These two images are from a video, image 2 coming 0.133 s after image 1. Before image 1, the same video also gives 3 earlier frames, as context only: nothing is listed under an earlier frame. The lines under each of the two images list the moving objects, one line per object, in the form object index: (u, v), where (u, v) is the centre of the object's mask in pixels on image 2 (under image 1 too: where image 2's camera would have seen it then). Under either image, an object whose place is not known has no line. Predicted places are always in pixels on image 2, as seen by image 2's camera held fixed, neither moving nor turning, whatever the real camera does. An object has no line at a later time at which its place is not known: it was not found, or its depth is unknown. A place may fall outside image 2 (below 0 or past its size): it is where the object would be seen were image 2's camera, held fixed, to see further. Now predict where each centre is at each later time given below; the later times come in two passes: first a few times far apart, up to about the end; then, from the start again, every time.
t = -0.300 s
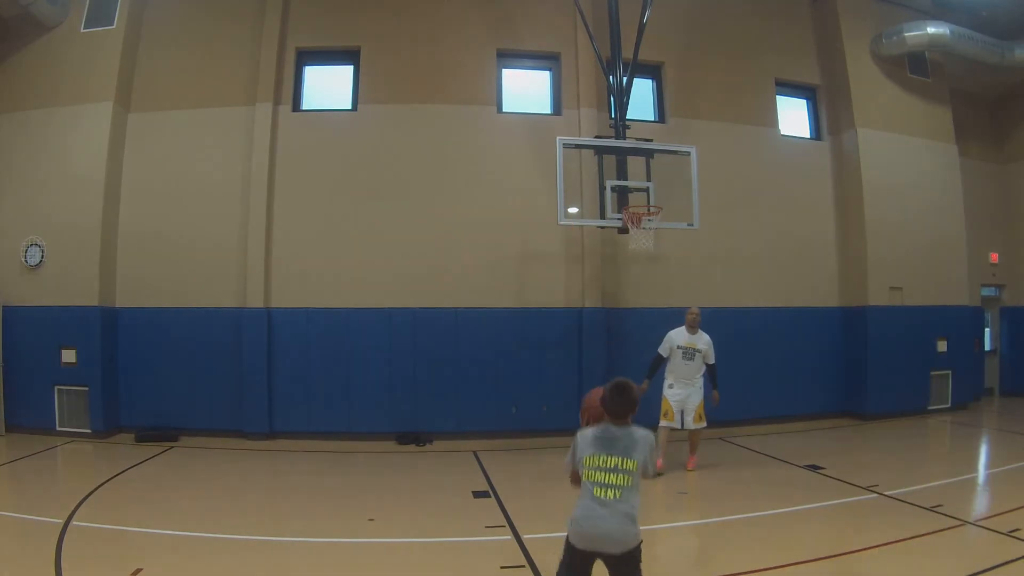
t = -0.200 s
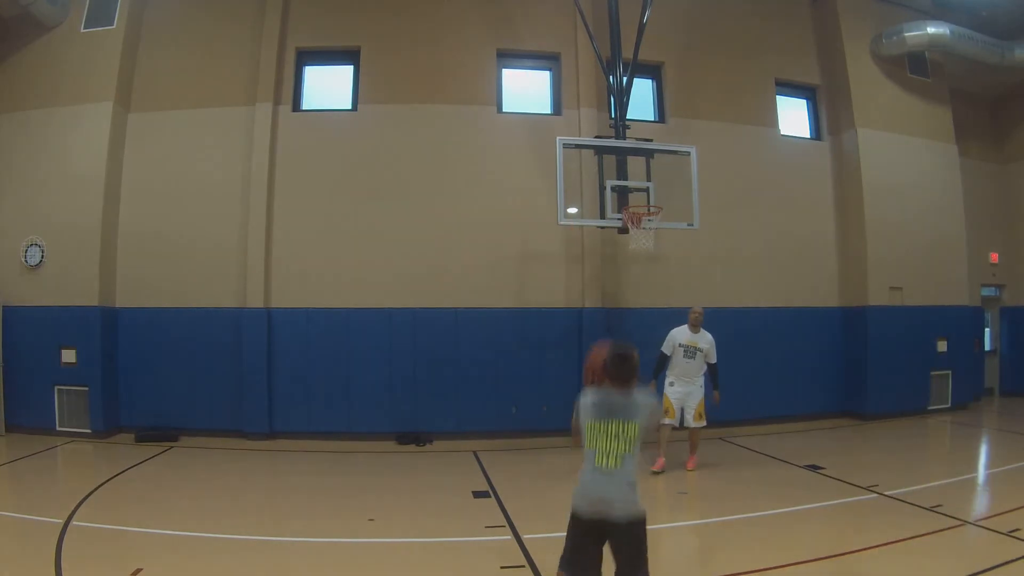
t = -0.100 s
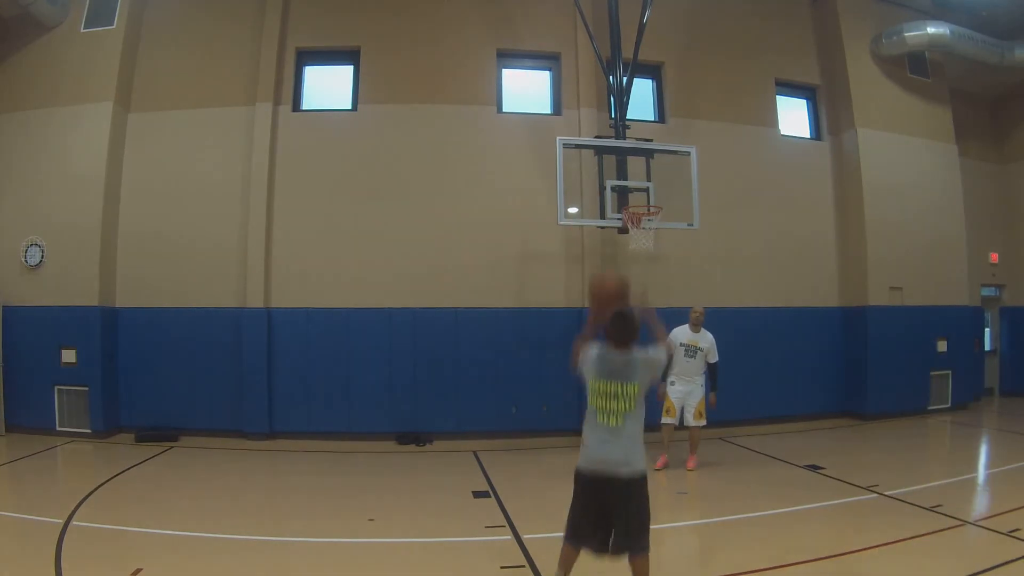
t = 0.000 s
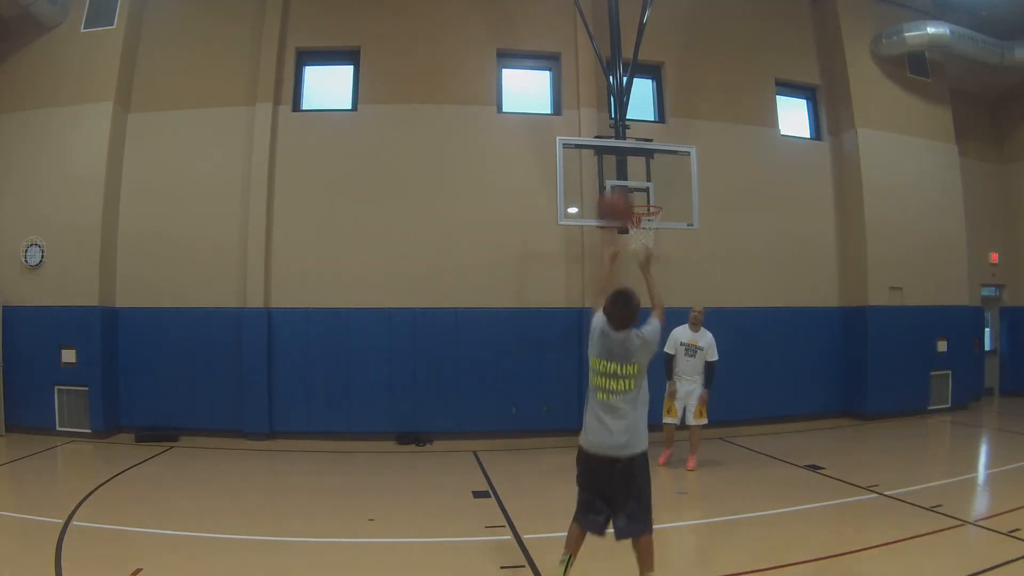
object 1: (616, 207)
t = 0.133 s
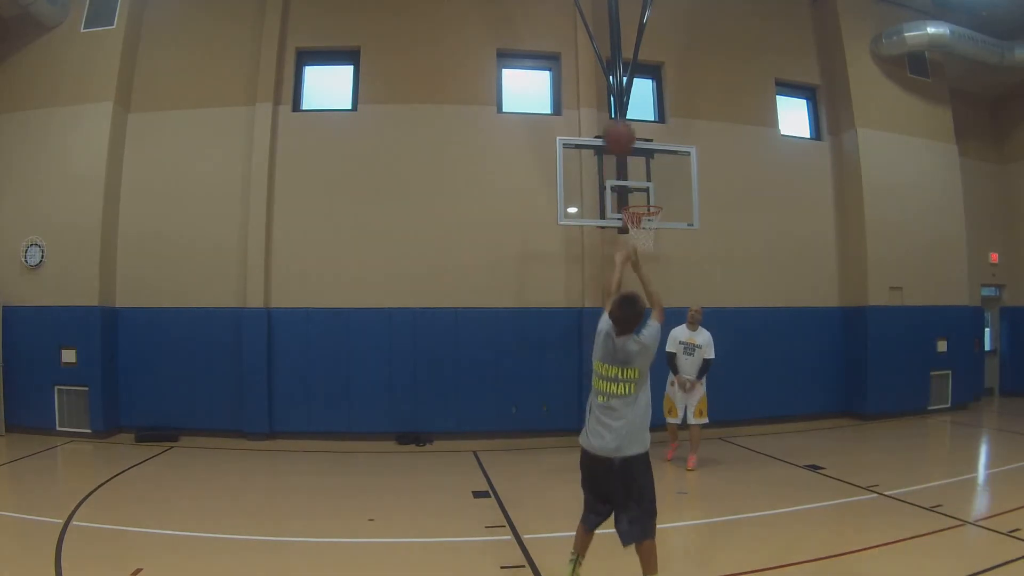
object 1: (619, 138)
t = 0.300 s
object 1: (622, 101)
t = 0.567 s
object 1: (629, 116)
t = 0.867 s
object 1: (637, 195)
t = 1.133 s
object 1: (626, 159)
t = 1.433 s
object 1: (616, 186)
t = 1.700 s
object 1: (608, 284)
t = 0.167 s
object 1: (619, 126)
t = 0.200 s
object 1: (620, 118)
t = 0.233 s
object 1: (620, 111)
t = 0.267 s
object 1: (621, 105)
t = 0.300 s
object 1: (622, 101)
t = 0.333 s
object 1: (622, 100)
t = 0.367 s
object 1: (623, 99)
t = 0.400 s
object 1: (624, 99)
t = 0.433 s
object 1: (625, 100)
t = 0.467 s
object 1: (626, 102)
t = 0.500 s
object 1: (626, 106)
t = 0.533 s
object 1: (627, 110)
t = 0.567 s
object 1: (629, 116)
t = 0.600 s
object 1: (629, 122)
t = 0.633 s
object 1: (630, 129)
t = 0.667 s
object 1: (632, 136)
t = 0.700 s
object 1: (632, 146)
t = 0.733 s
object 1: (632, 154)
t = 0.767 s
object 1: (635, 164)
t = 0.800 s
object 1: (636, 174)
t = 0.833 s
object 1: (635, 185)
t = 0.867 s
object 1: (637, 195)
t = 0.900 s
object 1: (636, 189)
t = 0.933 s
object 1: (634, 183)
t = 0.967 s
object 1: (633, 176)
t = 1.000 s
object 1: (631, 171)
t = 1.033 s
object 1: (630, 167)
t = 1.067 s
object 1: (629, 163)
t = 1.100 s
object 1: (627, 160)
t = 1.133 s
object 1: (626, 159)
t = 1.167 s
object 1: (625, 158)
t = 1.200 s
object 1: (624, 158)
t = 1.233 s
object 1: (623, 159)
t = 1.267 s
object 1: (622, 161)
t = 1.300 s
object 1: (621, 164)
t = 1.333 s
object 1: (620, 168)
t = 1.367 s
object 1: (619, 172)
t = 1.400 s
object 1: (618, 179)
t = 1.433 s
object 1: (616, 186)
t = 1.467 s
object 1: (615, 194)
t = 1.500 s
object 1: (615, 203)
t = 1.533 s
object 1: (615, 213)
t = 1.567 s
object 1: (615, 225)
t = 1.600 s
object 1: (612, 239)
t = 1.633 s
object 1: (611, 253)
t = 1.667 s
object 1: (610, 267)
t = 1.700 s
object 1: (608, 284)
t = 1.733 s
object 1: (608, 299)
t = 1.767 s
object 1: (607, 319)
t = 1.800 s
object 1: (606, 337)
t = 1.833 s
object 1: (604, 356)
